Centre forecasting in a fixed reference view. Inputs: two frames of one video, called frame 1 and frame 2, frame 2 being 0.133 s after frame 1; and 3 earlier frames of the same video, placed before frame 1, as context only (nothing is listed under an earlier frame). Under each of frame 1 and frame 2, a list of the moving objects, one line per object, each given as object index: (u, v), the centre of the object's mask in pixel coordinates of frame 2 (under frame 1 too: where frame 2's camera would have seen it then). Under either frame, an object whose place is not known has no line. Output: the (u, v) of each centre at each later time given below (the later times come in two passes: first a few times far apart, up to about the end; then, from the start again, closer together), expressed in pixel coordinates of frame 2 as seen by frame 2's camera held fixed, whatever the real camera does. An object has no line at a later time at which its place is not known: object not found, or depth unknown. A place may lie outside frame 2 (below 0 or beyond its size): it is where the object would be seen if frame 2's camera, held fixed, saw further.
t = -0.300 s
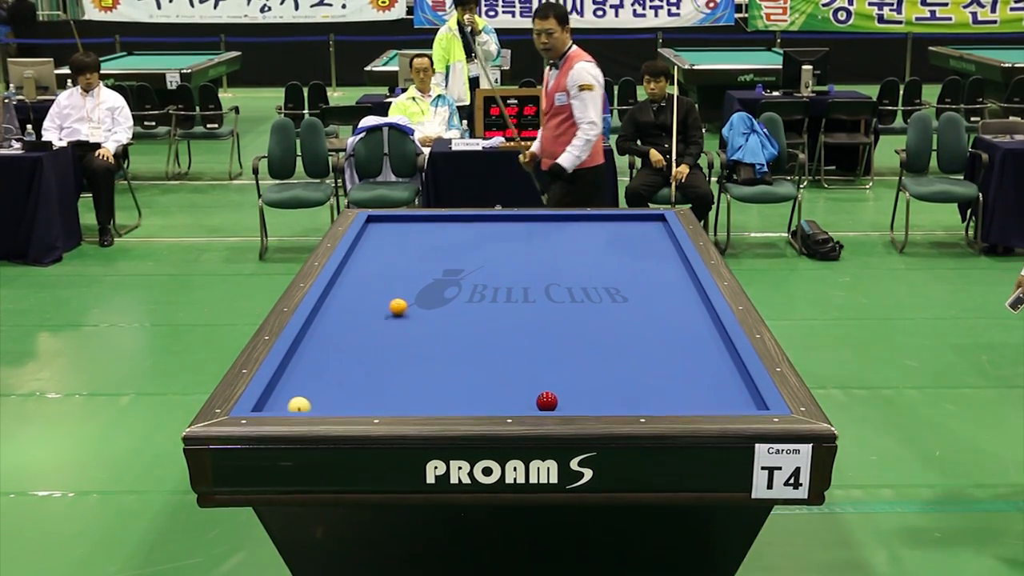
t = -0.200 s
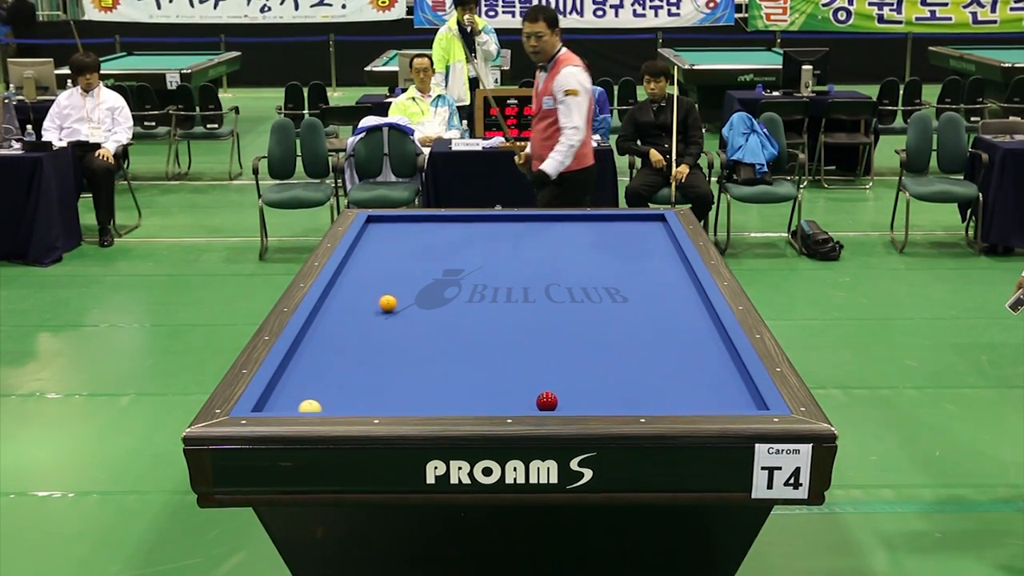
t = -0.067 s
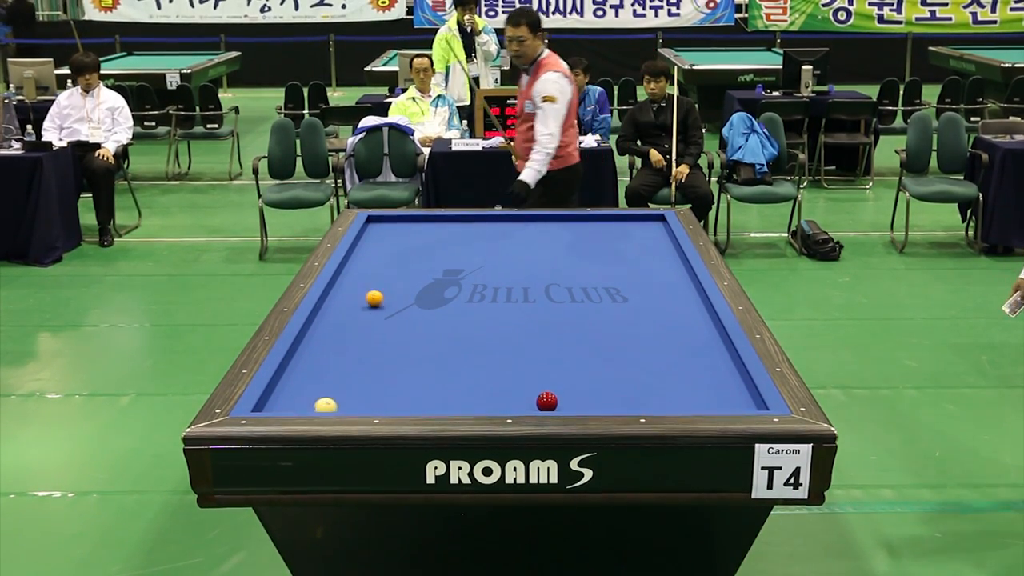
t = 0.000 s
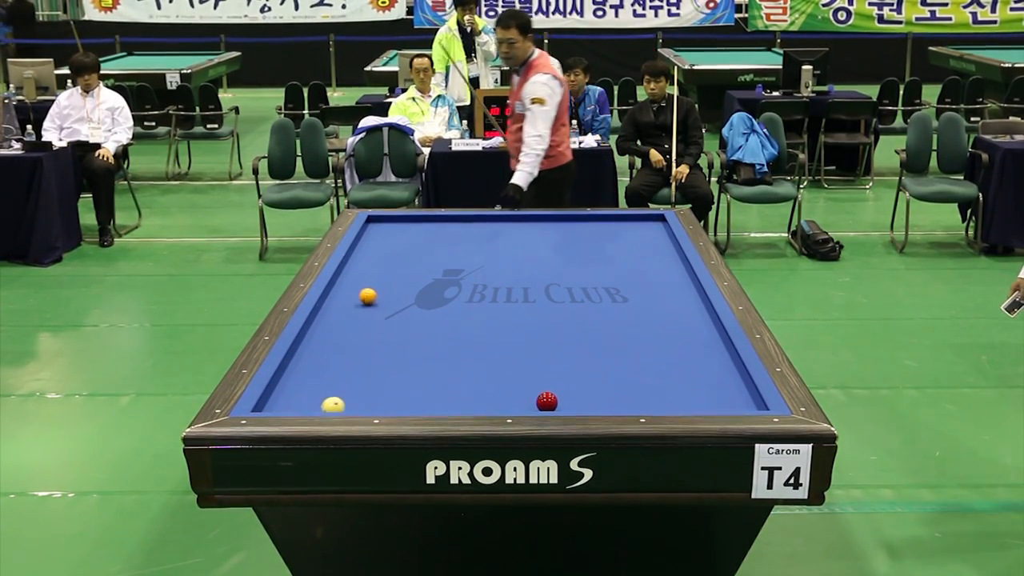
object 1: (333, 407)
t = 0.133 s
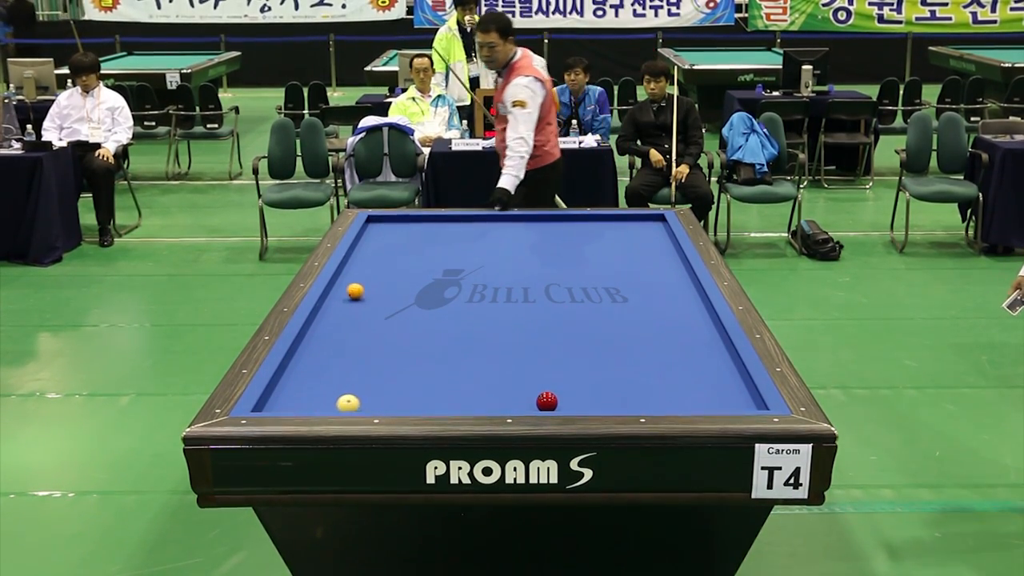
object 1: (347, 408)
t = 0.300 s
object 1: (366, 402)
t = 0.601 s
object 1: (396, 399)
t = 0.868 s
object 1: (422, 396)
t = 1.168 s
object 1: (449, 392)
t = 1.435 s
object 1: (472, 389)
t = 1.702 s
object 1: (492, 386)
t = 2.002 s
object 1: (515, 383)
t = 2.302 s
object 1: (535, 380)
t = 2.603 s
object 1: (554, 378)
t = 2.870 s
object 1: (569, 376)
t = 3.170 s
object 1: (585, 374)
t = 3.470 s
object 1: (600, 373)
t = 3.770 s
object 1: (613, 371)
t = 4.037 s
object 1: (623, 370)
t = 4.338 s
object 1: (633, 368)
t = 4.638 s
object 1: (642, 367)
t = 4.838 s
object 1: (647, 366)
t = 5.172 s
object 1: (654, 365)
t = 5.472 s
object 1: (659, 365)
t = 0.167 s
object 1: (351, 404)
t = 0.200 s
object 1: (355, 403)
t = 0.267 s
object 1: (362, 403)
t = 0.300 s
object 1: (366, 402)
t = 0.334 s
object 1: (369, 402)
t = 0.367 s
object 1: (373, 402)
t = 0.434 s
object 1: (380, 401)
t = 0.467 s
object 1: (383, 401)
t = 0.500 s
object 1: (386, 400)
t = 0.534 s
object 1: (390, 400)
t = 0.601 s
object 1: (396, 399)
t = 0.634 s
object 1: (399, 399)
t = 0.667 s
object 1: (403, 398)
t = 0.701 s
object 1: (406, 398)
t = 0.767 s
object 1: (412, 397)
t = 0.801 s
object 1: (415, 396)
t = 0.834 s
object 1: (419, 396)
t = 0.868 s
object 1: (422, 396)
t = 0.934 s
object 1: (428, 395)
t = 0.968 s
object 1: (431, 395)
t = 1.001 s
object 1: (434, 394)
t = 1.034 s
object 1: (437, 393)
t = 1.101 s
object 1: (443, 392)
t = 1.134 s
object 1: (446, 392)
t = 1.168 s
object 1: (449, 392)
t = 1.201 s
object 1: (452, 391)
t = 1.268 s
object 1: (458, 391)
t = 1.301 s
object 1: (461, 390)
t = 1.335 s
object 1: (463, 390)
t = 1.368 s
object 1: (466, 389)
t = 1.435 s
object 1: (472, 389)
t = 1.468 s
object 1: (474, 388)
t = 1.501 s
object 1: (477, 388)
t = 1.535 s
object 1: (479, 388)
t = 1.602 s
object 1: (485, 387)
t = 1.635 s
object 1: (487, 387)
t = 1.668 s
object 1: (490, 386)
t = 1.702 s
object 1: (492, 386)
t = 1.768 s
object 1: (498, 385)
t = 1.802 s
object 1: (500, 385)
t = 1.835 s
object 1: (503, 385)
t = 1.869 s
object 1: (505, 384)
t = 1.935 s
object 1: (510, 384)
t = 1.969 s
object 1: (512, 383)
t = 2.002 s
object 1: (515, 383)
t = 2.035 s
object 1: (517, 383)
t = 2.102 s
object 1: (522, 382)
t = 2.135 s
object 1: (524, 382)
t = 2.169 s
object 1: (526, 381)
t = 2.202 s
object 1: (528, 381)
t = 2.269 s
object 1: (533, 381)
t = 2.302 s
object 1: (535, 380)
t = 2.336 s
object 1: (537, 380)
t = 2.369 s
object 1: (539, 379)
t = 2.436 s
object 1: (543, 379)
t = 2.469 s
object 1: (546, 379)
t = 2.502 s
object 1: (548, 379)
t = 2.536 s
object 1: (550, 378)
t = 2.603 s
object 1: (554, 378)
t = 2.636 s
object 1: (556, 377)
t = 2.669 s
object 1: (558, 377)
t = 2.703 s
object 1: (560, 377)
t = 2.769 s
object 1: (564, 377)
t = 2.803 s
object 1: (566, 376)
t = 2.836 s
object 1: (568, 376)
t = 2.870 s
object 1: (569, 376)
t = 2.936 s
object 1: (573, 376)
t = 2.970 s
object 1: (575, 376)
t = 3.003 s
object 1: (577, 375)
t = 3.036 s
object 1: (579, 375)
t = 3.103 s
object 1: (582, 374)
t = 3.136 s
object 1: (584, 374)
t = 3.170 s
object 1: (585, 374)
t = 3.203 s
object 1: (587, 374)
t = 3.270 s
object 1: (590, 374)
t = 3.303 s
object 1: (592, 373)
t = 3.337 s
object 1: (593, 373)
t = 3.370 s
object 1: (595, 373)
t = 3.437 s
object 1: (598, 373)
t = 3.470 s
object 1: (600, 373)
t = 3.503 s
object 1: (601, 372)
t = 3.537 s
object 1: (603, 372)
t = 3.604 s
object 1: (606, 372)
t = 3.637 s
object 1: (607, 372)
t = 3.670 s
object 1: (609, 371)
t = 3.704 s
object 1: (610, 371)
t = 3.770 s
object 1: (613, 371)
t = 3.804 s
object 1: (614, 371)
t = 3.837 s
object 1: (616, 370)
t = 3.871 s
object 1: (617, 370)
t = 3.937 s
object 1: (619, 370)
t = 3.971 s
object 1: (621, 370)
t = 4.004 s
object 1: (622, 369)
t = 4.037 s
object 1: (623, 370)
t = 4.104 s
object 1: (626, 369)
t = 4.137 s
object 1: (627, 369)
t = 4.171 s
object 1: (628, 369)
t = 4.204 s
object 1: (629, 369)
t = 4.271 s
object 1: (631, 369)
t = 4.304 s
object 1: (632, 369)
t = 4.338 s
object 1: (633, 368)
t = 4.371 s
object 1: (634, 368)
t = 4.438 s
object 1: (636, 367)
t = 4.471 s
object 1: (637, 367)
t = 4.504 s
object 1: (638, 368)
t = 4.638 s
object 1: (642, 367)
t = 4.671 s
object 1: (643, 367)
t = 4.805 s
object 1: (646, 366)
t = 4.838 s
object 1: (647, 366)
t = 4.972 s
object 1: (650, 366)
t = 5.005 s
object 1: (650, 365)
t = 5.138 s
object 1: (653, 365)
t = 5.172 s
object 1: (654, 365)
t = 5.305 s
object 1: (656, 365)
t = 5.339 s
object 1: (657, 365)
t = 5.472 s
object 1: (659, 365)
